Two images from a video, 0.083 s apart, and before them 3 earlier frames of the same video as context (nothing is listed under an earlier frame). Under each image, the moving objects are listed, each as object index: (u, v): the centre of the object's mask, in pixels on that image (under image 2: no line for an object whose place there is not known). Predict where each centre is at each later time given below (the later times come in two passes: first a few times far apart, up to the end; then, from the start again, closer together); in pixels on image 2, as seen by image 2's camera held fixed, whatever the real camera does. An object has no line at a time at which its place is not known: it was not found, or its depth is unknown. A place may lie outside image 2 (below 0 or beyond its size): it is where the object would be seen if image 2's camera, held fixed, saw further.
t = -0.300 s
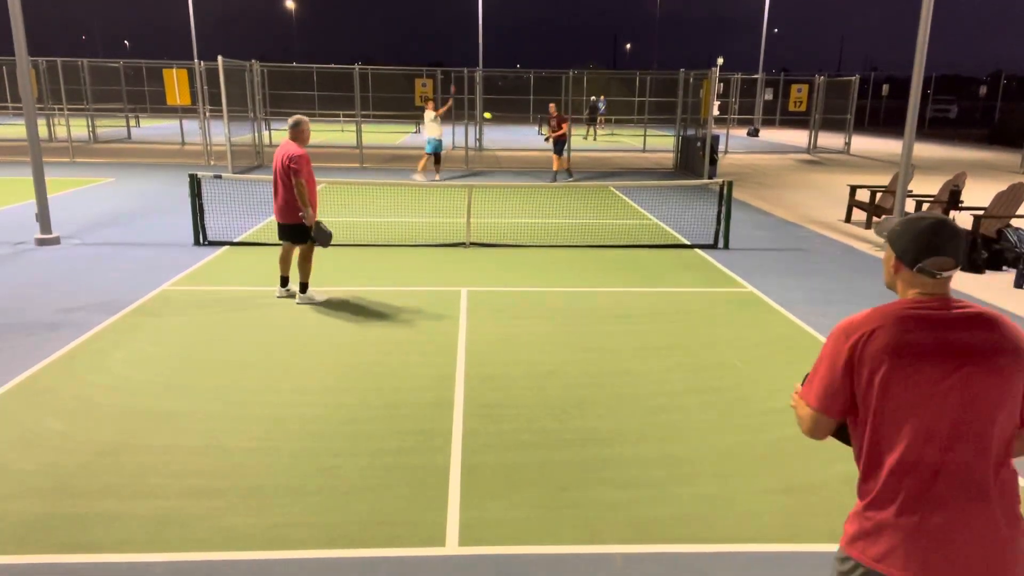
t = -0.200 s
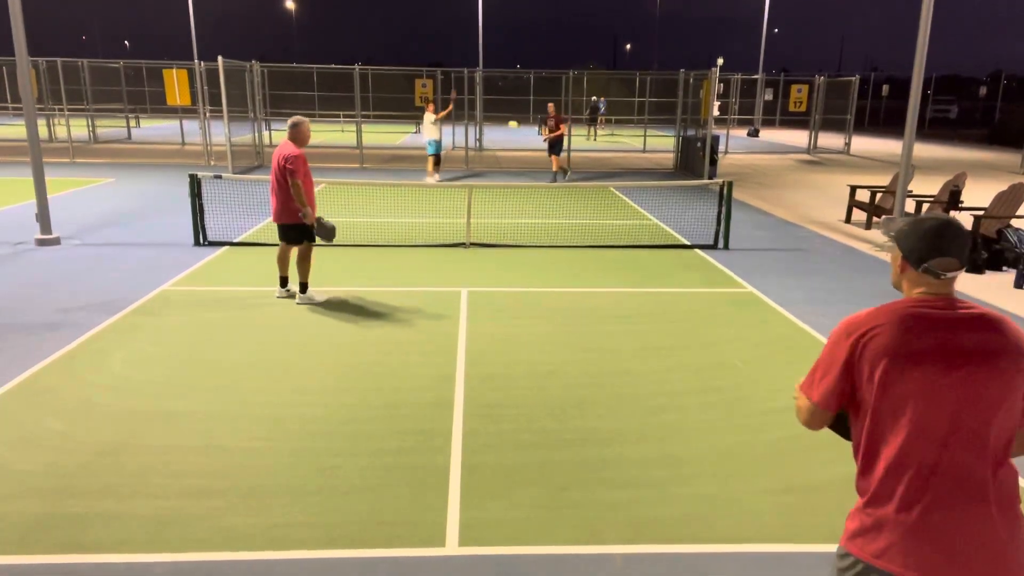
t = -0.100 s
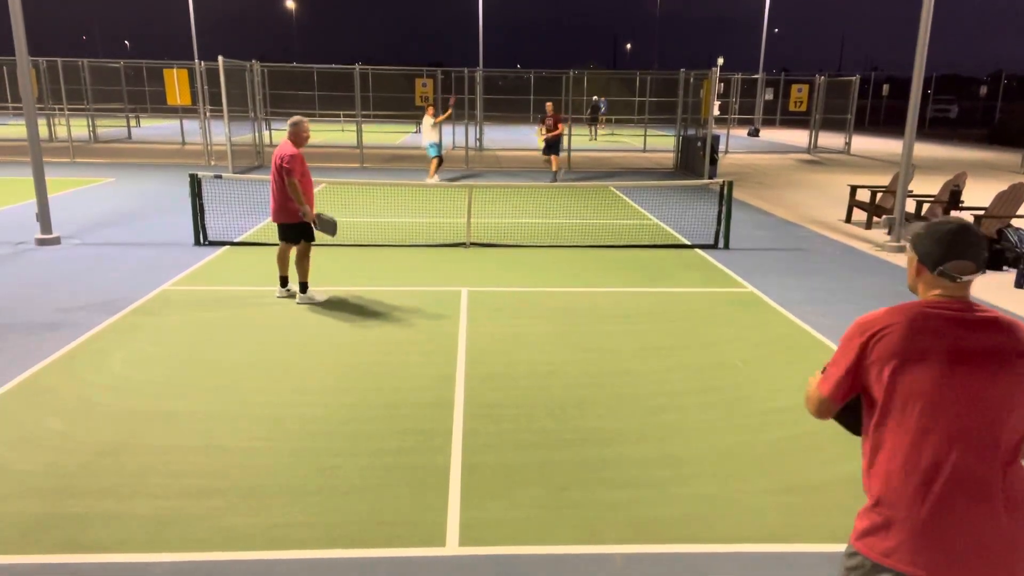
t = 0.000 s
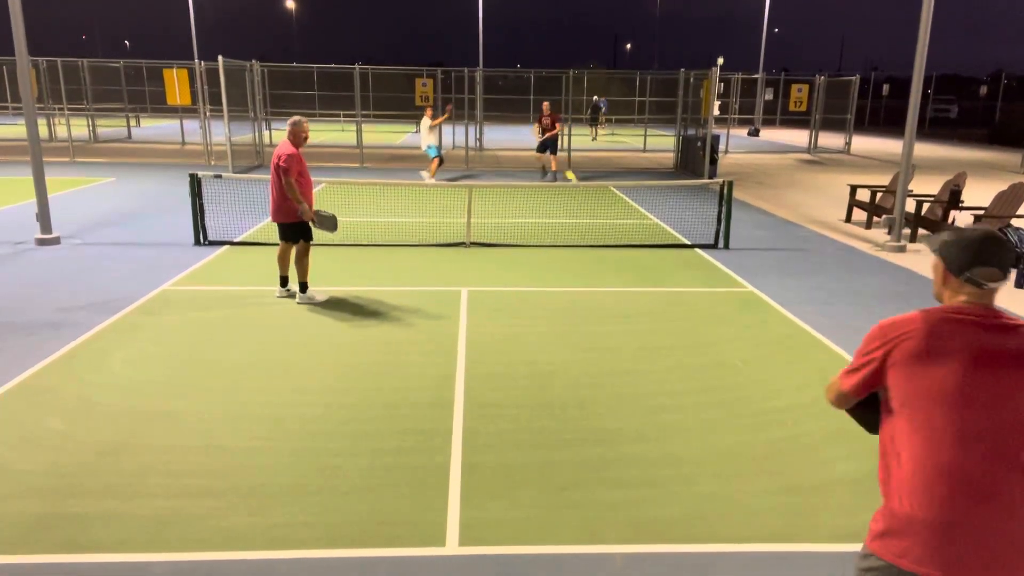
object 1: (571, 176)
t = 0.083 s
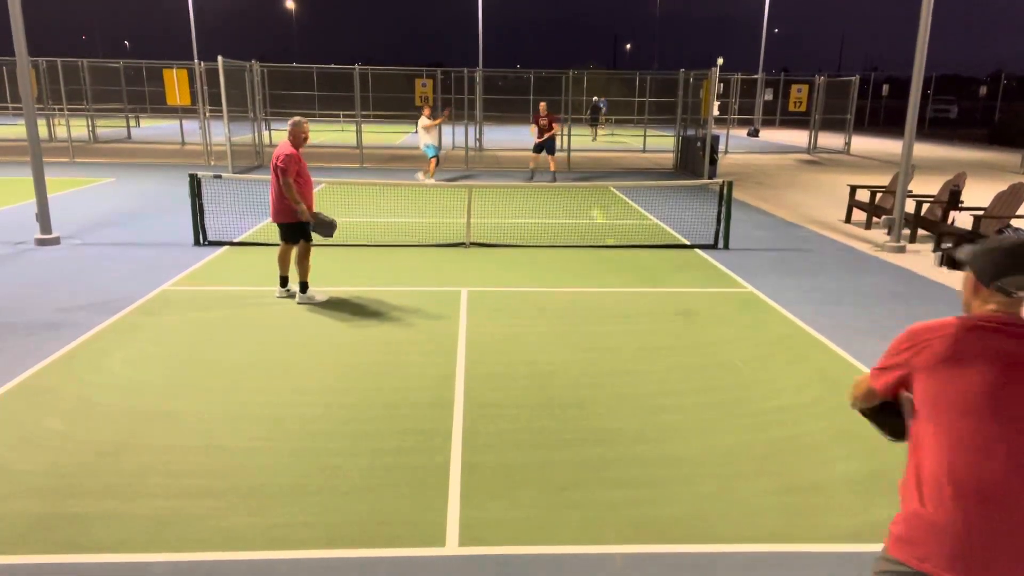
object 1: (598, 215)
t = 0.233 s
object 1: (652, 327)
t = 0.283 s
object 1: (670, 340)
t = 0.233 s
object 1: (652, 327)
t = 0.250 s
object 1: (658, 342)
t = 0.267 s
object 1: (665, 345)
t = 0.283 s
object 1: (670, 340)
